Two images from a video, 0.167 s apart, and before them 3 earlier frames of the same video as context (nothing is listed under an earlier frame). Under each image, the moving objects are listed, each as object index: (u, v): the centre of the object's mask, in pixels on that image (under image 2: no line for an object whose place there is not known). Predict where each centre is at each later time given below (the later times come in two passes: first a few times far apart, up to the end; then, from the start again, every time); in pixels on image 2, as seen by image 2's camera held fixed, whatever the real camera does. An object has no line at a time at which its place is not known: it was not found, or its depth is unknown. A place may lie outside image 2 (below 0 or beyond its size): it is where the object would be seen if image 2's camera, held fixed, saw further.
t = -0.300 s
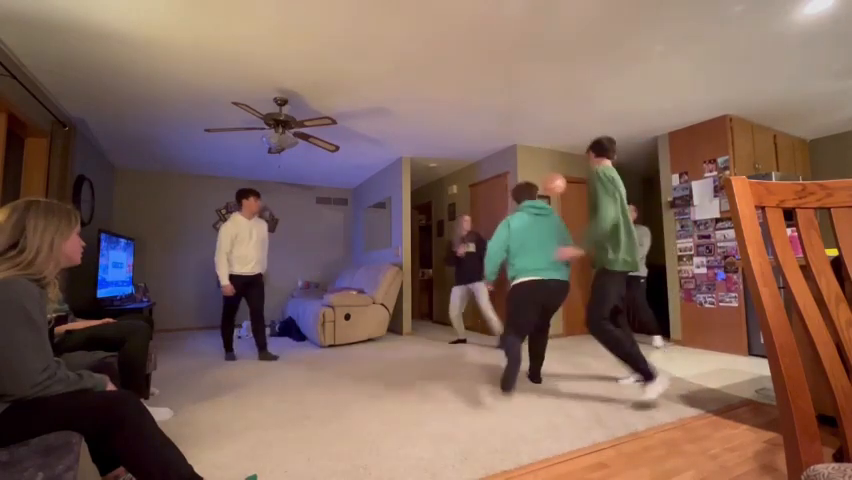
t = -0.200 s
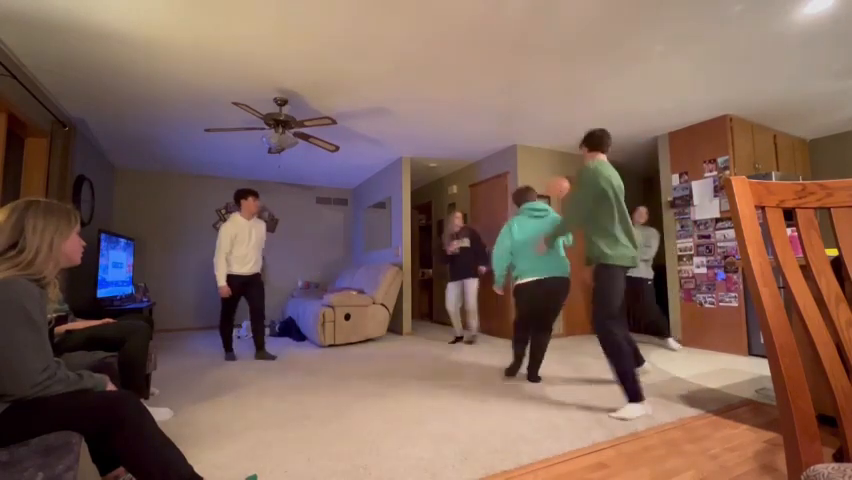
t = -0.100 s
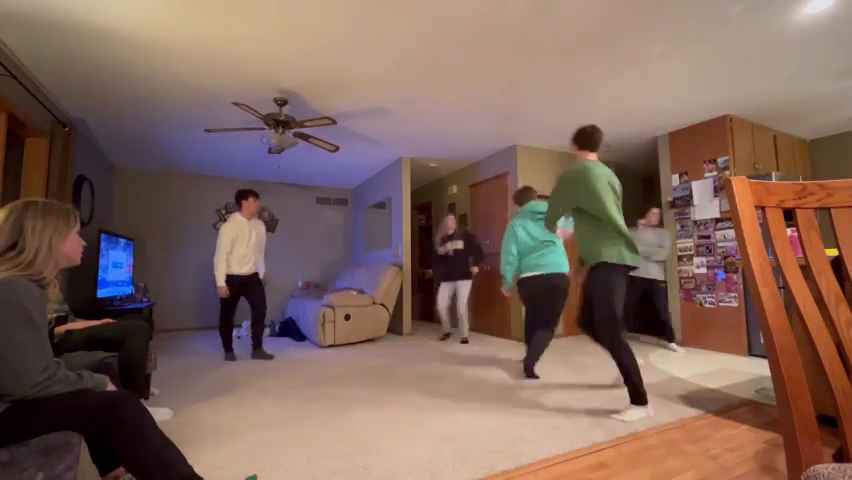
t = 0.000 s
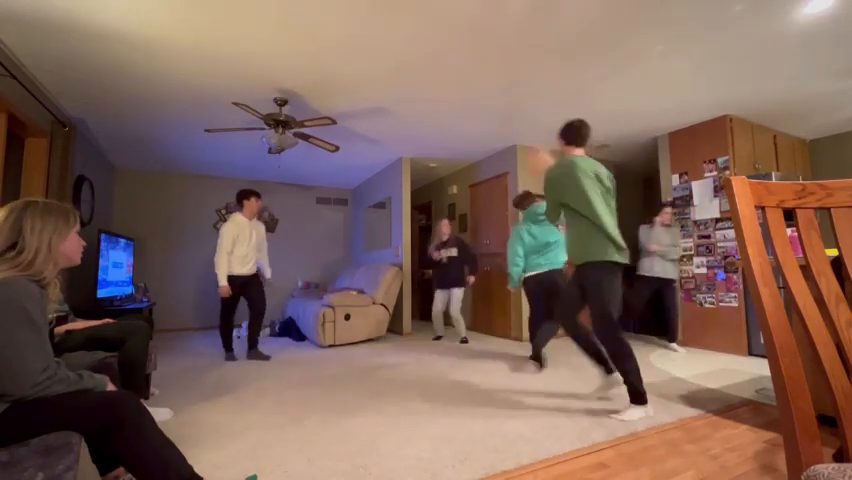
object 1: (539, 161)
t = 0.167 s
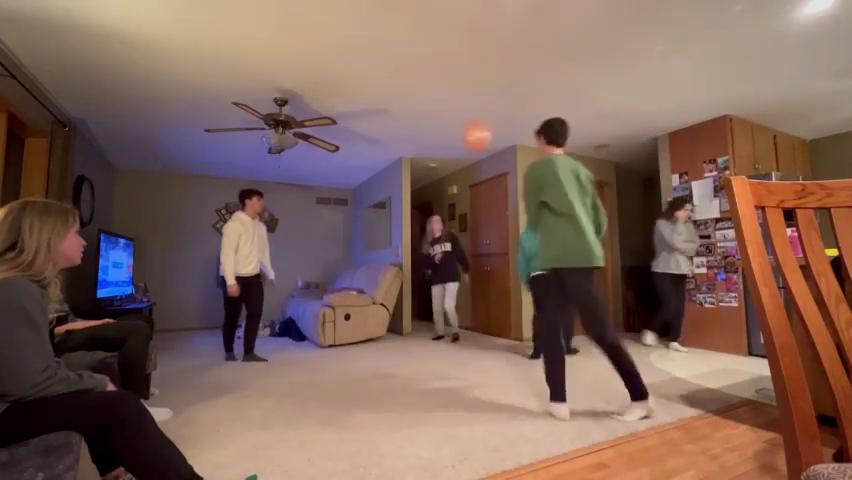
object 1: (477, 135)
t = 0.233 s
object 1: (462, 136)
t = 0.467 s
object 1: (419, 147)
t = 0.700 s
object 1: (391, 172)
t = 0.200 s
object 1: (469, 136)
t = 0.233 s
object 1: (462, 136)
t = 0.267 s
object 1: (455, 137)
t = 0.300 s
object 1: (450, 138)
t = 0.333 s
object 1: (443, 140)
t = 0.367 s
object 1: (436, 142)
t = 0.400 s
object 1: (431, 143)
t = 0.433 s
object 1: (425, 145)
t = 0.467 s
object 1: (419, 147)
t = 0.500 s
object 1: (415, 151)
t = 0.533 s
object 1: (410, 153)
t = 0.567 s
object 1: (406, 156)
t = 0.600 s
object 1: (402, 160)
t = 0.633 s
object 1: (399, 163)
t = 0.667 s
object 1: (395, 167)
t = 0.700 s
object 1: (391, 172)
